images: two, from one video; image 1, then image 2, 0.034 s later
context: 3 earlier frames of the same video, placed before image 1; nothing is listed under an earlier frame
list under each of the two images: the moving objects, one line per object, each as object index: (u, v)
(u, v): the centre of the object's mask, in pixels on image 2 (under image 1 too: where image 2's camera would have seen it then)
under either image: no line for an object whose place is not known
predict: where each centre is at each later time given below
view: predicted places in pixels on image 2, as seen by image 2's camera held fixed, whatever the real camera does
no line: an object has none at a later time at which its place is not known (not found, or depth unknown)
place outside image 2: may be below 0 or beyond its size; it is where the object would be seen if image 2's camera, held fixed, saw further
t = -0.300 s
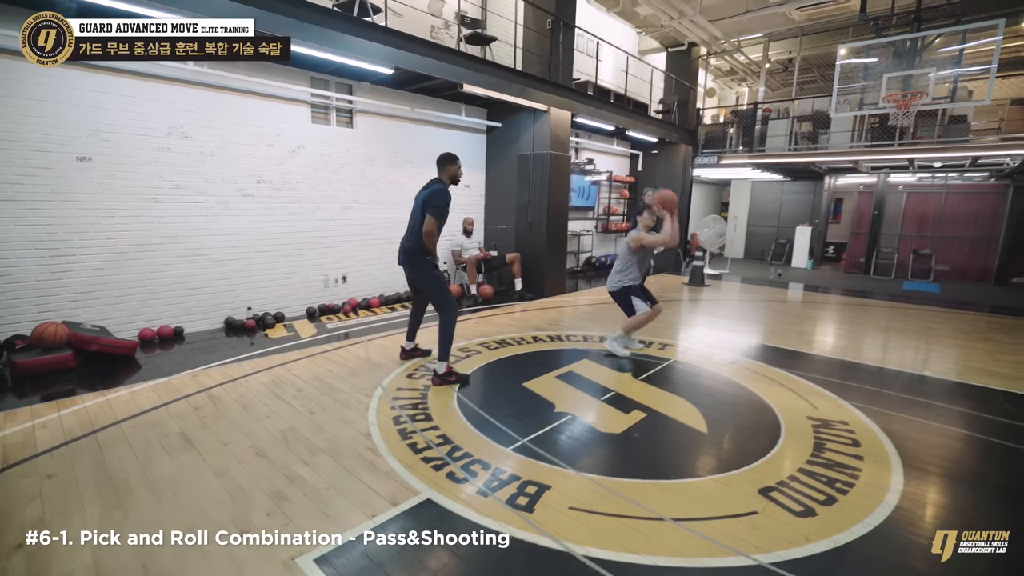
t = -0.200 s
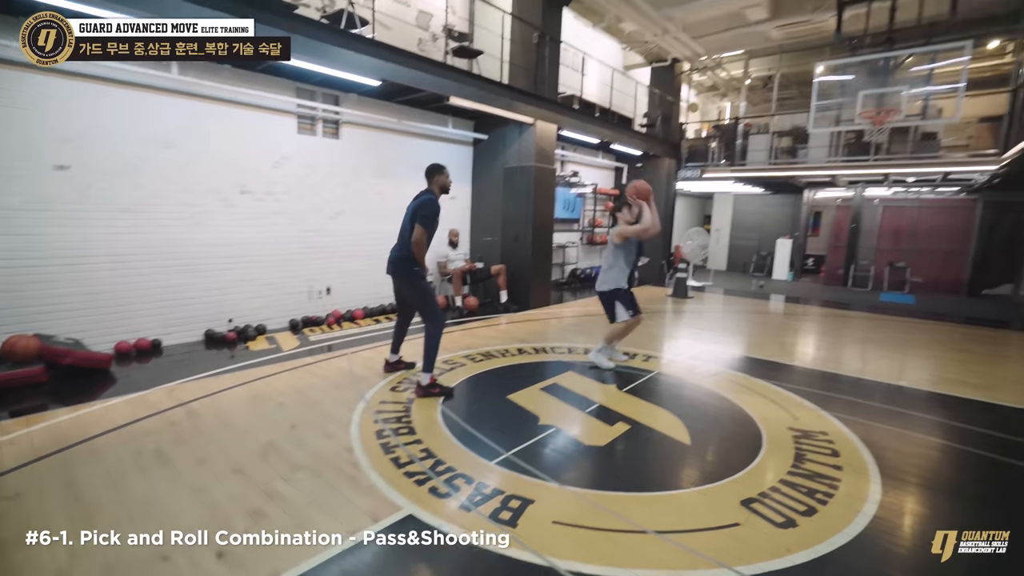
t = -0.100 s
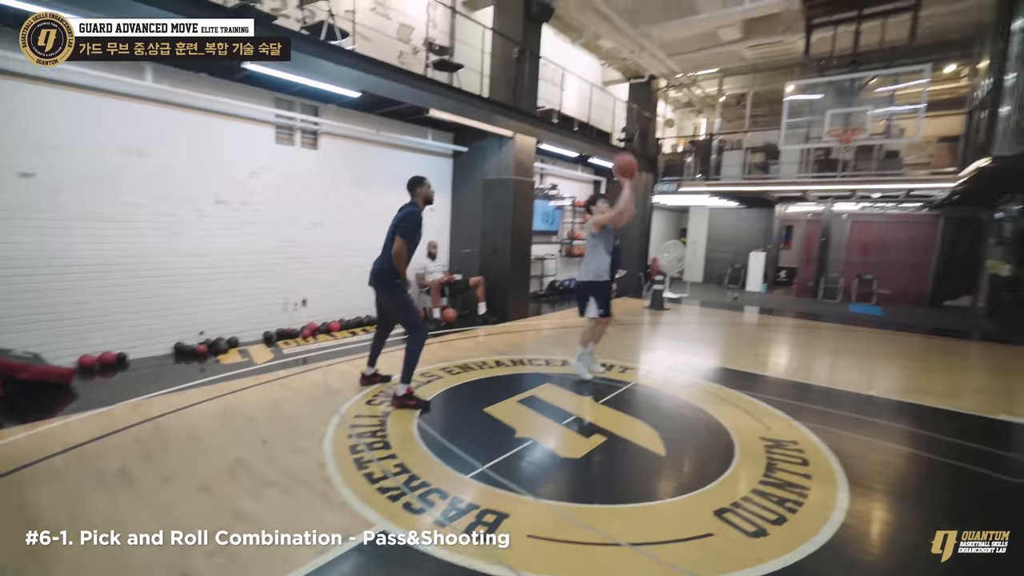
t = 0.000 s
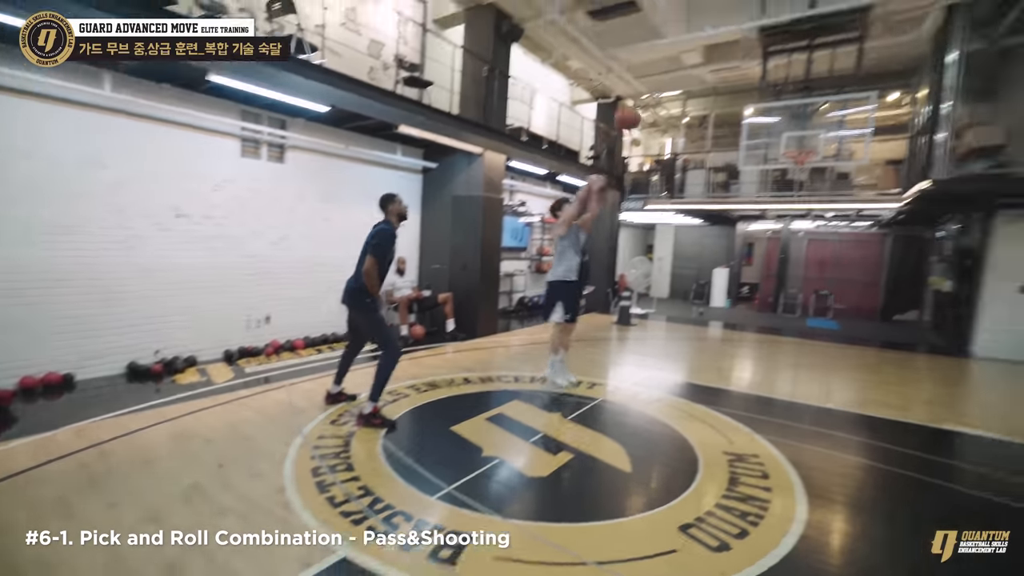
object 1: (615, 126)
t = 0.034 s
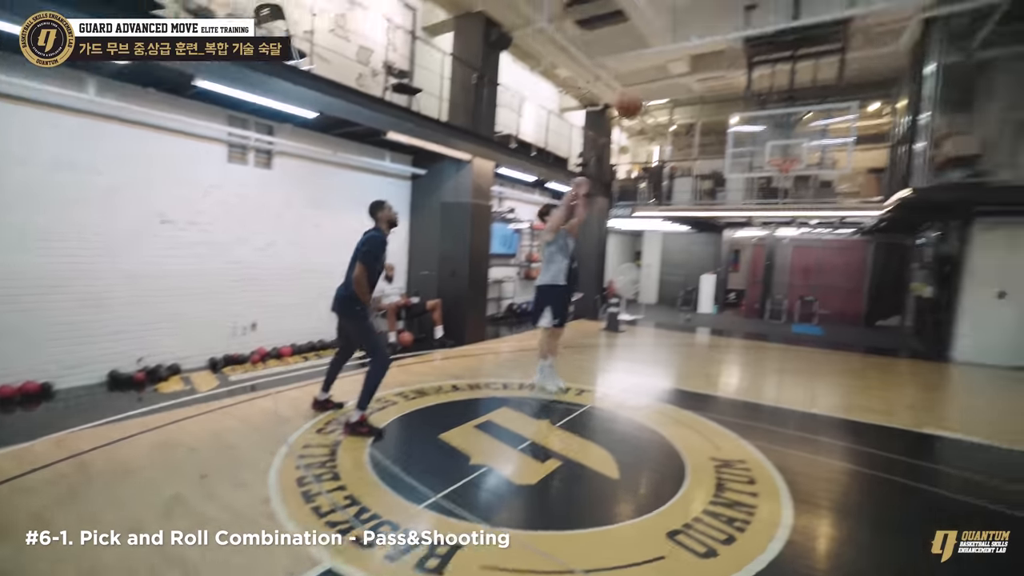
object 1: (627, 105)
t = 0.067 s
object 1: (642, 84)
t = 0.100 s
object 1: (658, 61)
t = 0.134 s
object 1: (673, 40)
